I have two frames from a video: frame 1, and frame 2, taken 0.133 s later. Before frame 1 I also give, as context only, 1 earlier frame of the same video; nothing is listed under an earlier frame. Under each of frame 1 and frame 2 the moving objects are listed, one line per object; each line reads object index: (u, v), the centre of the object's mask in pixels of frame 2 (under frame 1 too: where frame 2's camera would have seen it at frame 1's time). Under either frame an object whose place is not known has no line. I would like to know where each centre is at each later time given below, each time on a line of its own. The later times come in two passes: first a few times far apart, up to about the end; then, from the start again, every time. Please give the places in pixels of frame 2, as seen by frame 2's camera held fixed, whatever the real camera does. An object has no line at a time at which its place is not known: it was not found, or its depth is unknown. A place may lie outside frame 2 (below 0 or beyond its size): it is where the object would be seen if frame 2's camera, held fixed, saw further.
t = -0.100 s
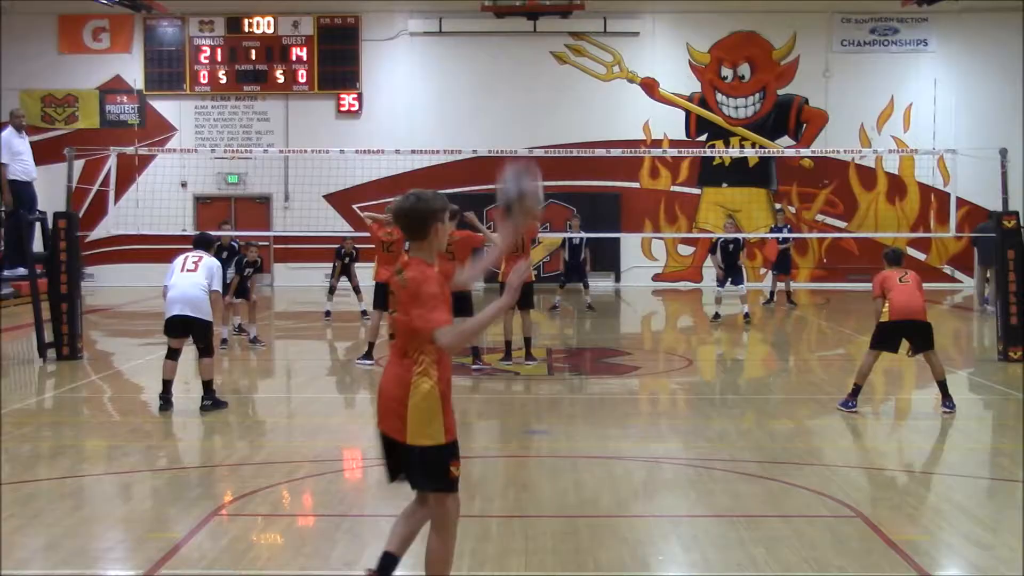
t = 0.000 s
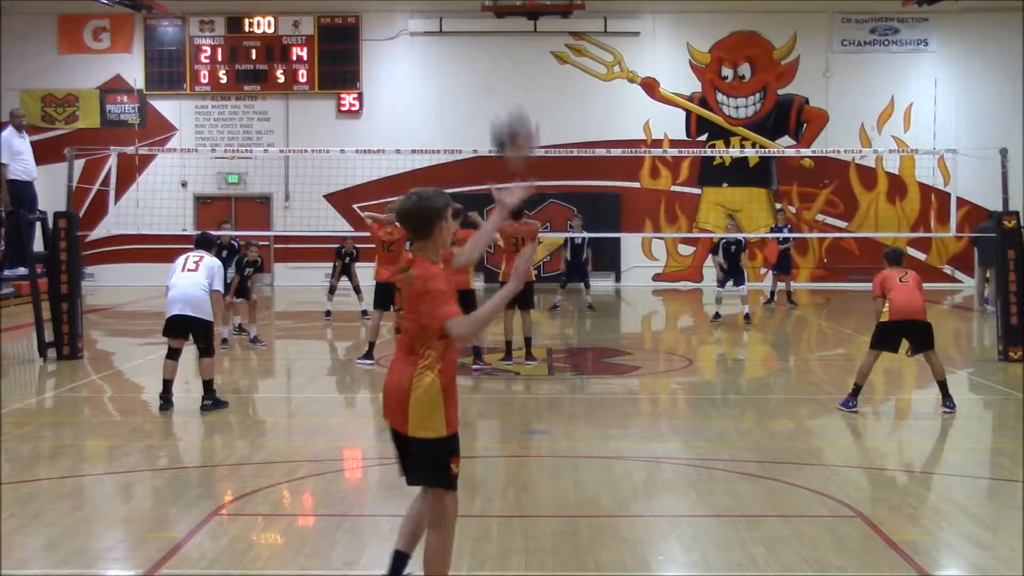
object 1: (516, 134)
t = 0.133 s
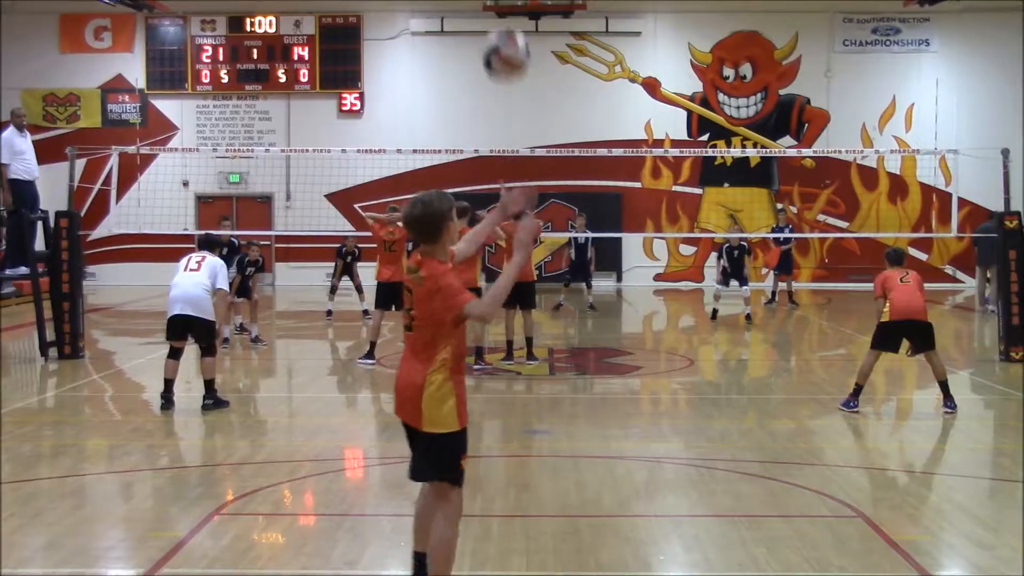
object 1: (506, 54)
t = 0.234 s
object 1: (498, 21)
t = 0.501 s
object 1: (477, 40)
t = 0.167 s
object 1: (504, 41)
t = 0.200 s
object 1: (500, 29)
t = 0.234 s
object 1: (498, 21)
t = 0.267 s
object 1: (495, 18)
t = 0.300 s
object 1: (493, 16)
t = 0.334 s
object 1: (491, 16)
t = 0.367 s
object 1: (488, 16)
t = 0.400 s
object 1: (485, 18)
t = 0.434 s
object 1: (483, 22)
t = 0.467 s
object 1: (480, 29)
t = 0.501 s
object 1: (477, 40)
